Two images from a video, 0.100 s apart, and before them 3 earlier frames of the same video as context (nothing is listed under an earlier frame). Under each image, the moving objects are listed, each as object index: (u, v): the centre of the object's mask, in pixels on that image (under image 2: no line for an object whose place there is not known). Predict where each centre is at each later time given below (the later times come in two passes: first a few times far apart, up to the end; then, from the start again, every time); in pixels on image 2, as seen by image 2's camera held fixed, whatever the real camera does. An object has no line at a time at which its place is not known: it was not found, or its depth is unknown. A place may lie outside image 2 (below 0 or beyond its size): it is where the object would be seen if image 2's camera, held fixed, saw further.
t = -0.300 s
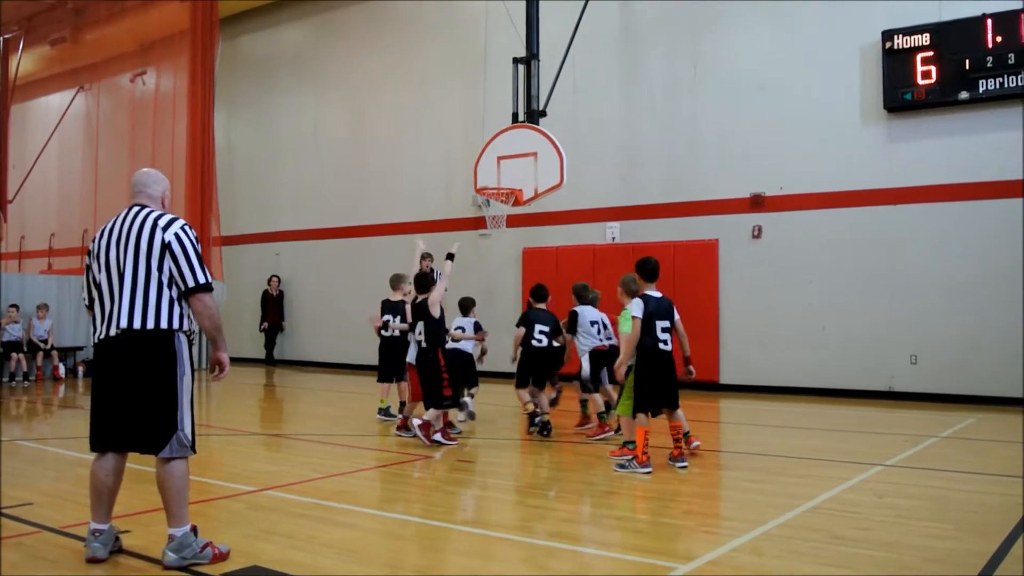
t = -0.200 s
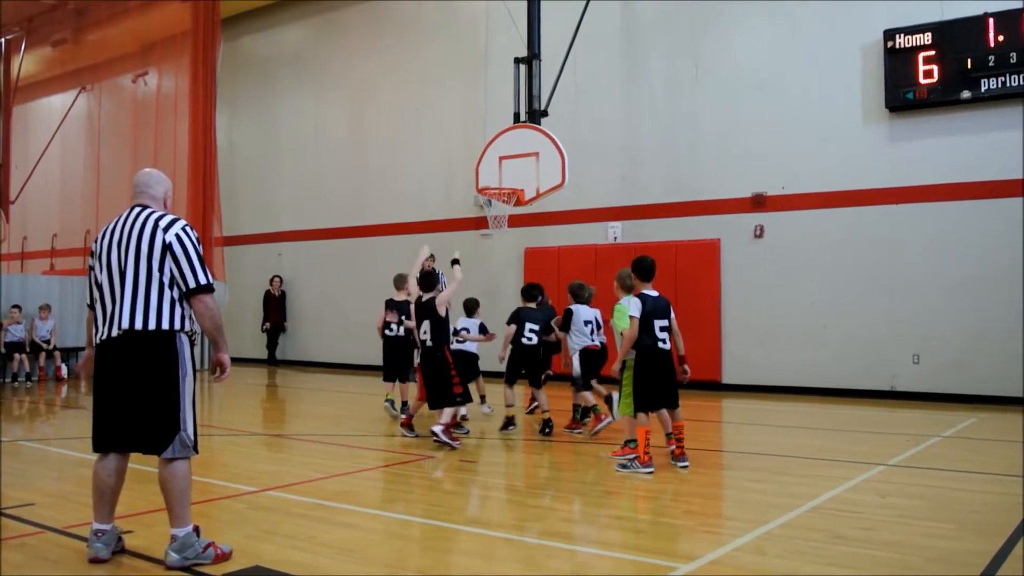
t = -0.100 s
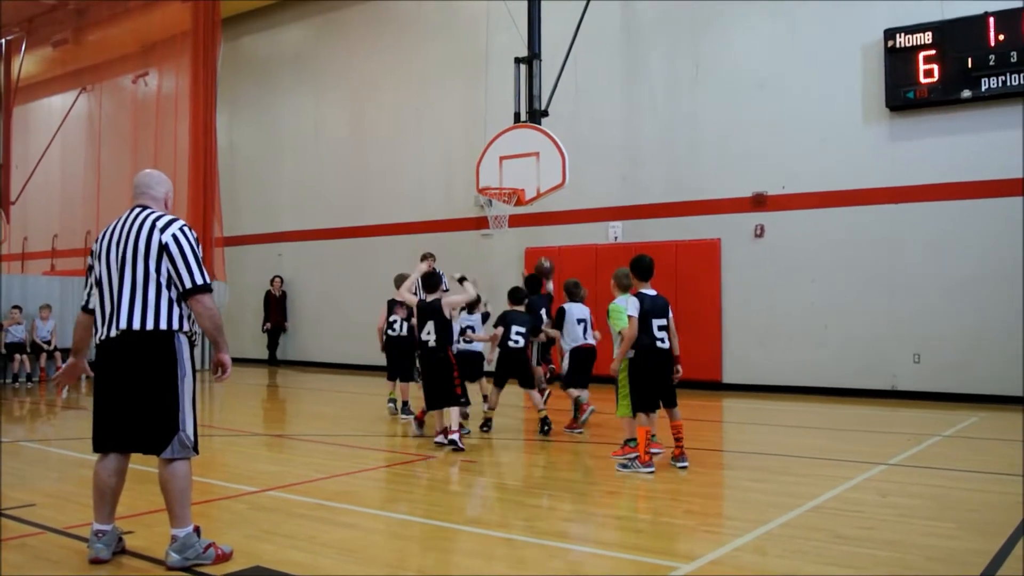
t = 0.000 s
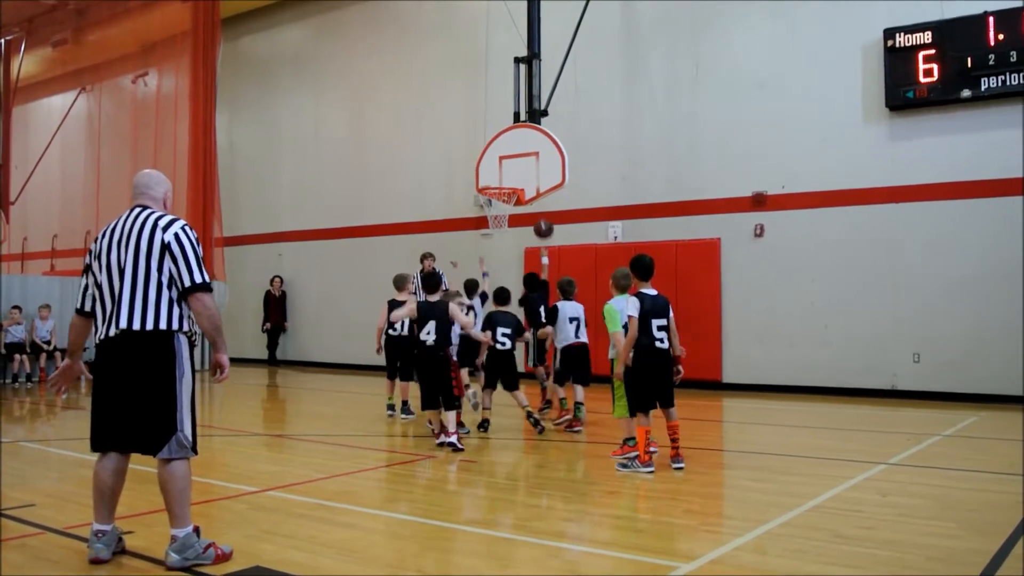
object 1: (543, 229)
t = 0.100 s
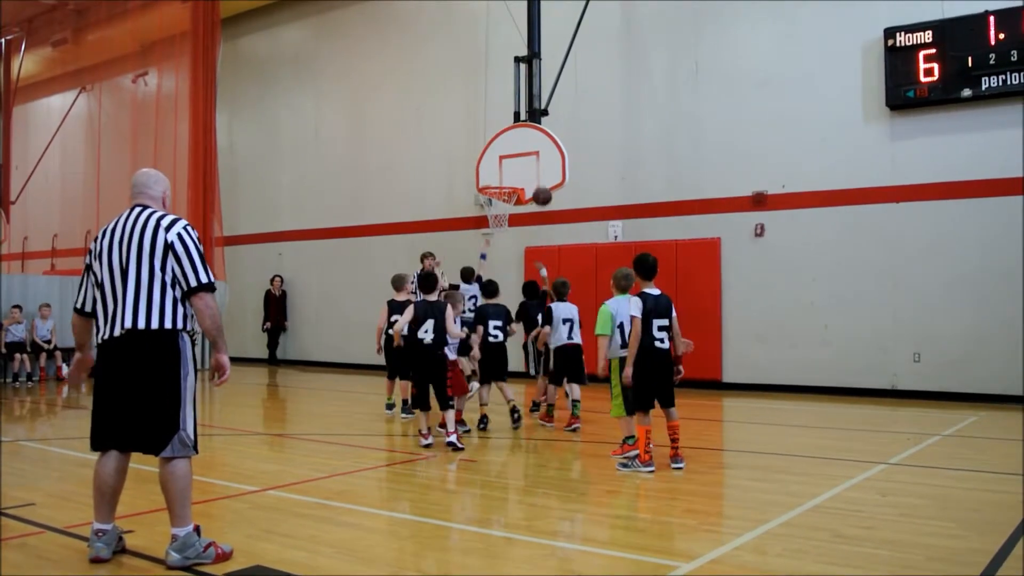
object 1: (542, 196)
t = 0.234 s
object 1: (540, 169)
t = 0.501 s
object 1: (520, 165)
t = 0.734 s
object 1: (493, 191)
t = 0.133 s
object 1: (541, 187)
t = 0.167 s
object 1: (541, 180)
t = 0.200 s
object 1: (540, 174)
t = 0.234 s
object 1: (540, 169)
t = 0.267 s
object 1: (539, 165)
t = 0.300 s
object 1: (539, 162)
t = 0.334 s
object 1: (538, 160)
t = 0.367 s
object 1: (536, 159)
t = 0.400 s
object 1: (532, 159)
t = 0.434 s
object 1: (528, 160)
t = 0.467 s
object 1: (523, 162)
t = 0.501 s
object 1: (520, 165)
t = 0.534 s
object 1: (515, 168)
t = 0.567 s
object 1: (511, 173)
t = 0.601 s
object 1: (507, 178)
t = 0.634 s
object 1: (503, 181)
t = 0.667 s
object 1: (500, 182)
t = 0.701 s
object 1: (497, 183)
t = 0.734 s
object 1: (493, 191)
